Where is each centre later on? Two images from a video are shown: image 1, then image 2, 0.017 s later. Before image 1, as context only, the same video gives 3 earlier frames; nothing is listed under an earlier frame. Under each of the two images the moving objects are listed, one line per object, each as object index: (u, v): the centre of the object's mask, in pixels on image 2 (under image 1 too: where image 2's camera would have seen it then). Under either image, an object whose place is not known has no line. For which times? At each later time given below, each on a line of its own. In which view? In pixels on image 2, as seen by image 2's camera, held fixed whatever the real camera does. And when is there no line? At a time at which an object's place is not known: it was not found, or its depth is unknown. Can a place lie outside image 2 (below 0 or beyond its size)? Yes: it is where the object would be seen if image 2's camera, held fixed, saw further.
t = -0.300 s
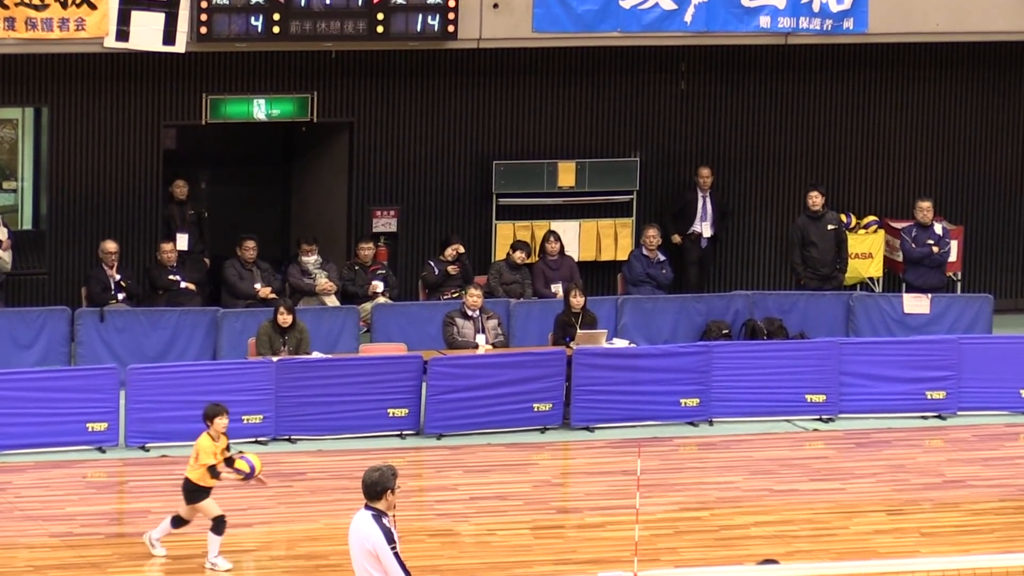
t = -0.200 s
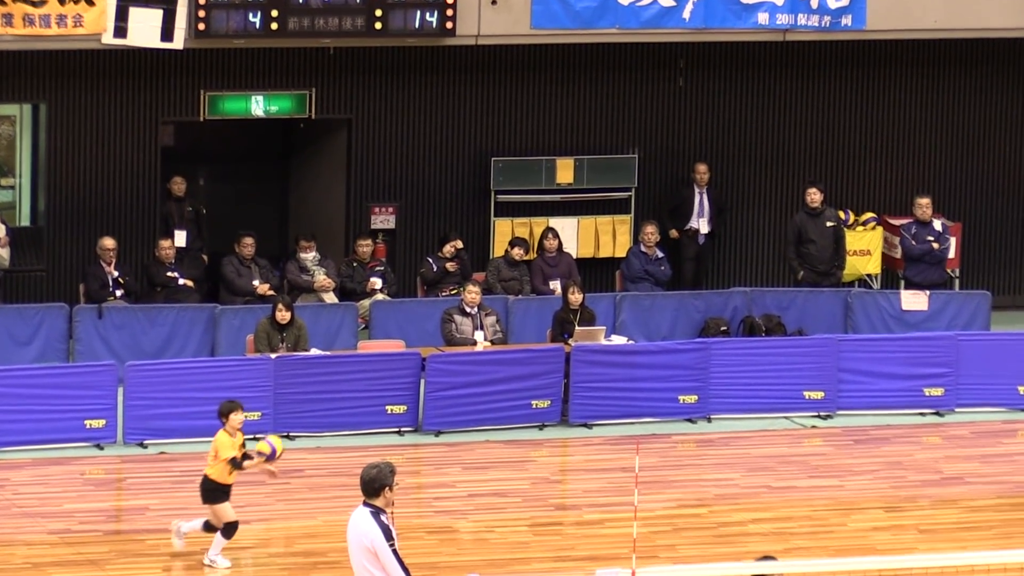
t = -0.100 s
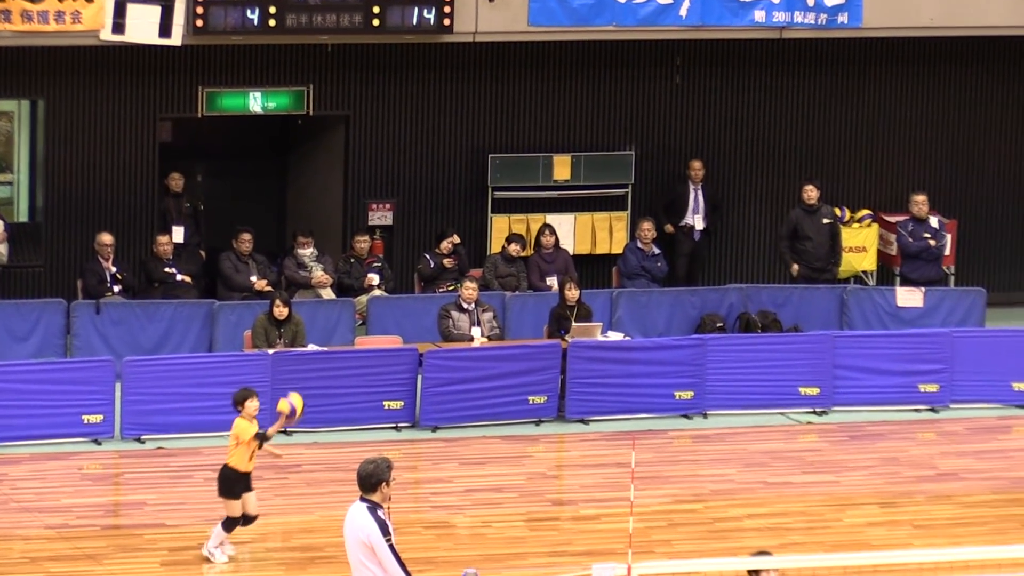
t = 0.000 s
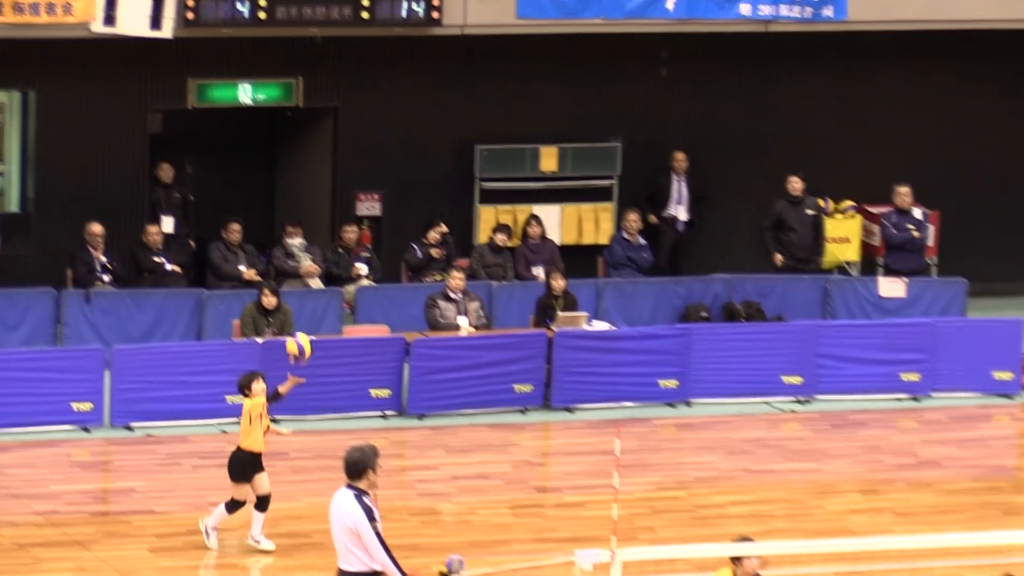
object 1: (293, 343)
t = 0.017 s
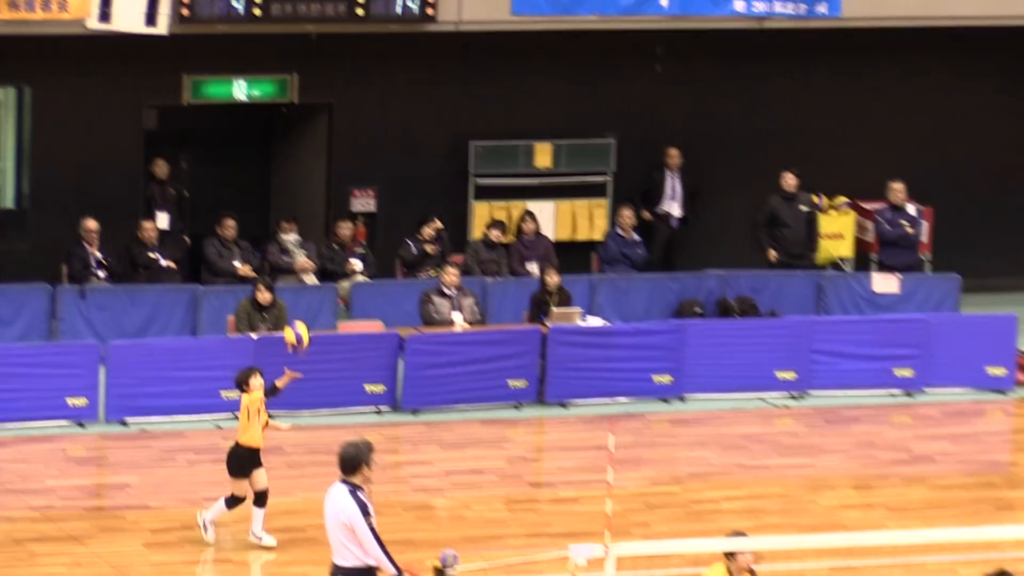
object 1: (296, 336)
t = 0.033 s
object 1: (300, 330)
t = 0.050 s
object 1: (302, 323)
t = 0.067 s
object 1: (305, 317)
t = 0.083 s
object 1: (308, 313)
